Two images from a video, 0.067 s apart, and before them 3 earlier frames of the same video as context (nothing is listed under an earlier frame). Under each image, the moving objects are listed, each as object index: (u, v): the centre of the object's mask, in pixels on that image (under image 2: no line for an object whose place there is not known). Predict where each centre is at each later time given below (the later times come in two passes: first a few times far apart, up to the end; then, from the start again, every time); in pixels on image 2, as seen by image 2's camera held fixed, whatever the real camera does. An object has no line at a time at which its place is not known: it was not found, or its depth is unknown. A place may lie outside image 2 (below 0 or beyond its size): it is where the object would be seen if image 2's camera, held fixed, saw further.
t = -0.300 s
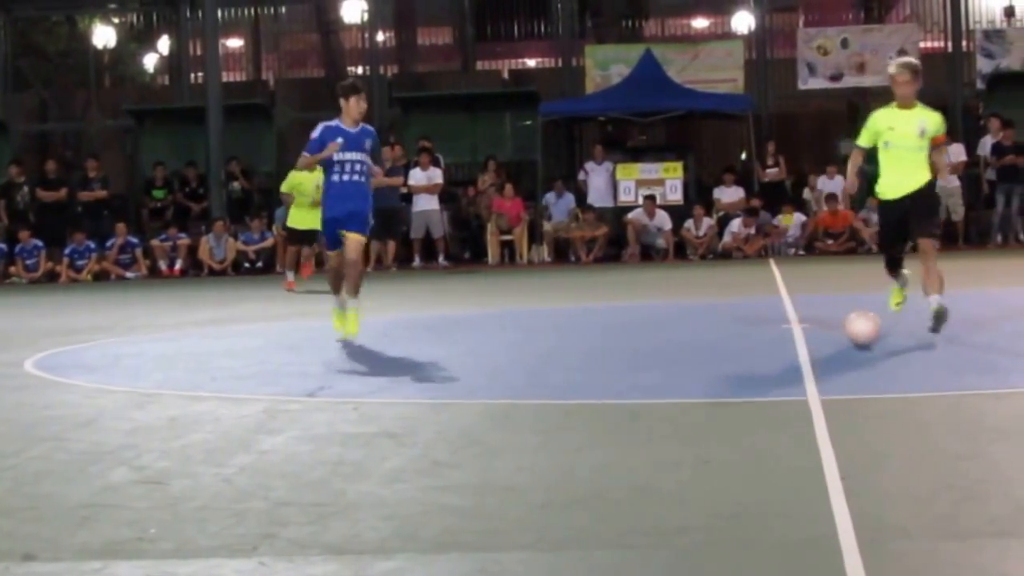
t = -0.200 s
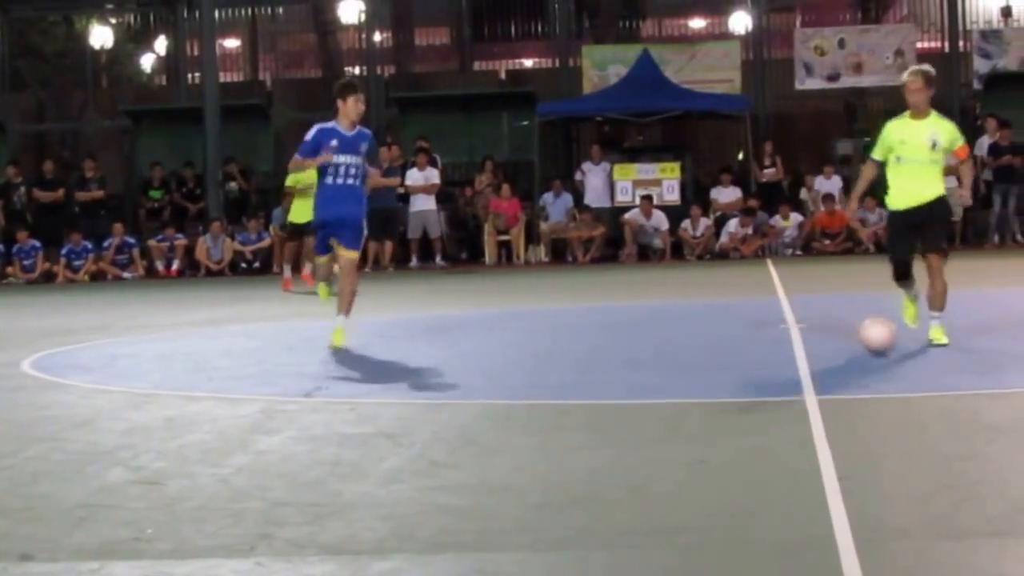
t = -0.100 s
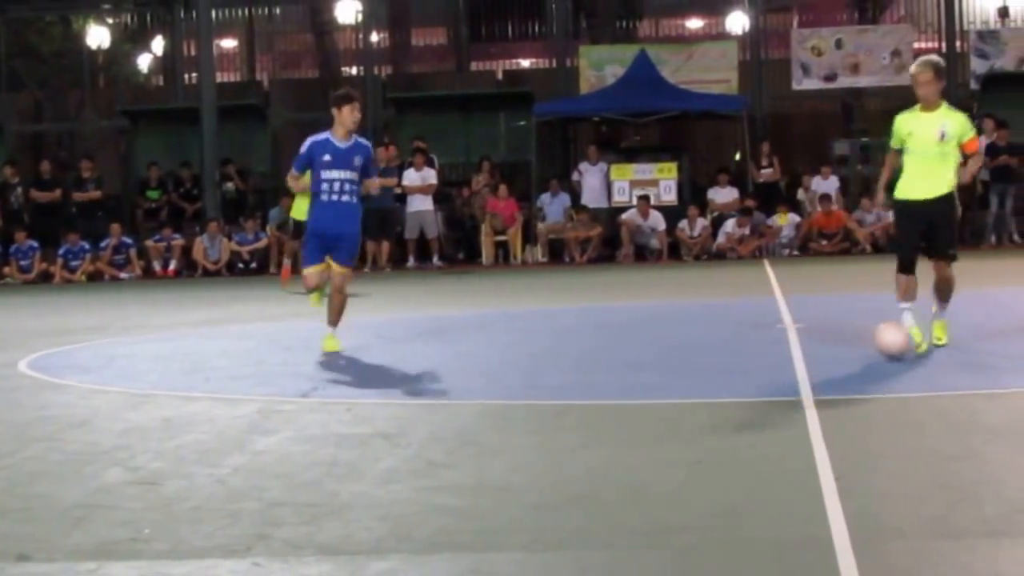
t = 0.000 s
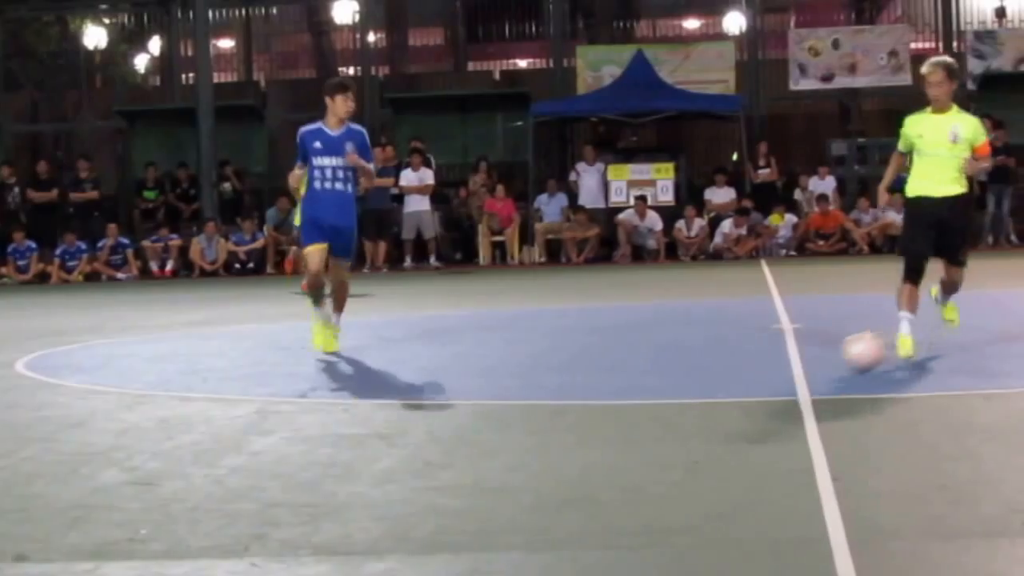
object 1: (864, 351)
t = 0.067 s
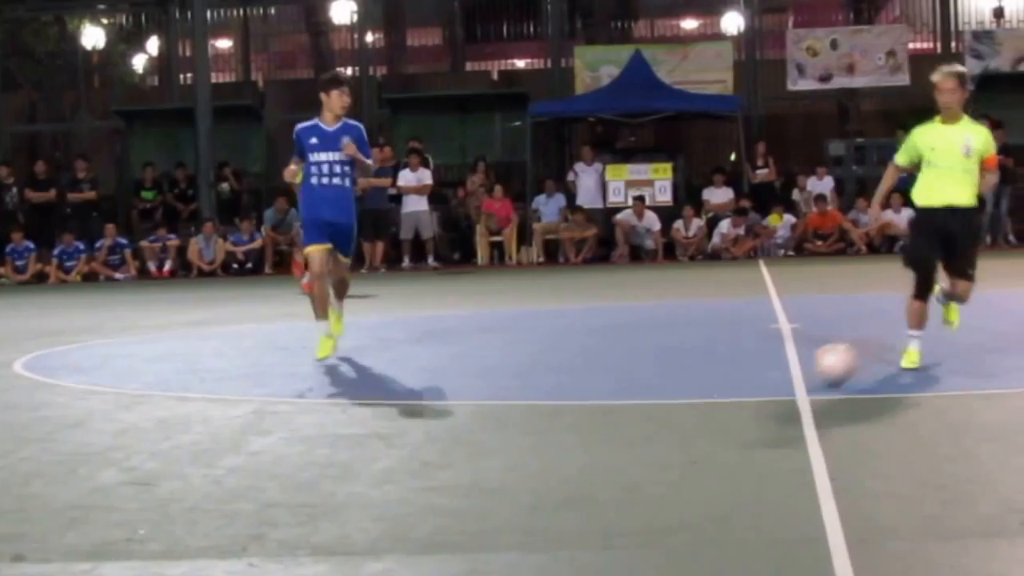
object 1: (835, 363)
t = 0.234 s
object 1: (777, 387)
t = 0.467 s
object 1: (712, 424)
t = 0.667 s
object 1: (655, 461)
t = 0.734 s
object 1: (634, 472)
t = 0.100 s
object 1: (824, 366)
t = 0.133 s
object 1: (813, 371)
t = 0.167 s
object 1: (800, 377)
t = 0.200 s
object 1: (788, 381)
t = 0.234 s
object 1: (777, 387)
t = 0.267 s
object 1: (769, 391)
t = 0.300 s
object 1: (759, 397)
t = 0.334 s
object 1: (748, 404)
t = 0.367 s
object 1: (738, 410)
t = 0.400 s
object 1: (729, 415)
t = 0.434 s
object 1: (720, 419)
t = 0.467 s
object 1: (712, 424)
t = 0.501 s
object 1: (705, 429)
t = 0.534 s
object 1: (695, 434)
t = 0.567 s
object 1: (686, 442)
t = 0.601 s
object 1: (676, 446)
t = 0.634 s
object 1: (666, 452)
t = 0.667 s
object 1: (655, 461)
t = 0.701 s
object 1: (644, 467)
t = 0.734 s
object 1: (634, 472)
